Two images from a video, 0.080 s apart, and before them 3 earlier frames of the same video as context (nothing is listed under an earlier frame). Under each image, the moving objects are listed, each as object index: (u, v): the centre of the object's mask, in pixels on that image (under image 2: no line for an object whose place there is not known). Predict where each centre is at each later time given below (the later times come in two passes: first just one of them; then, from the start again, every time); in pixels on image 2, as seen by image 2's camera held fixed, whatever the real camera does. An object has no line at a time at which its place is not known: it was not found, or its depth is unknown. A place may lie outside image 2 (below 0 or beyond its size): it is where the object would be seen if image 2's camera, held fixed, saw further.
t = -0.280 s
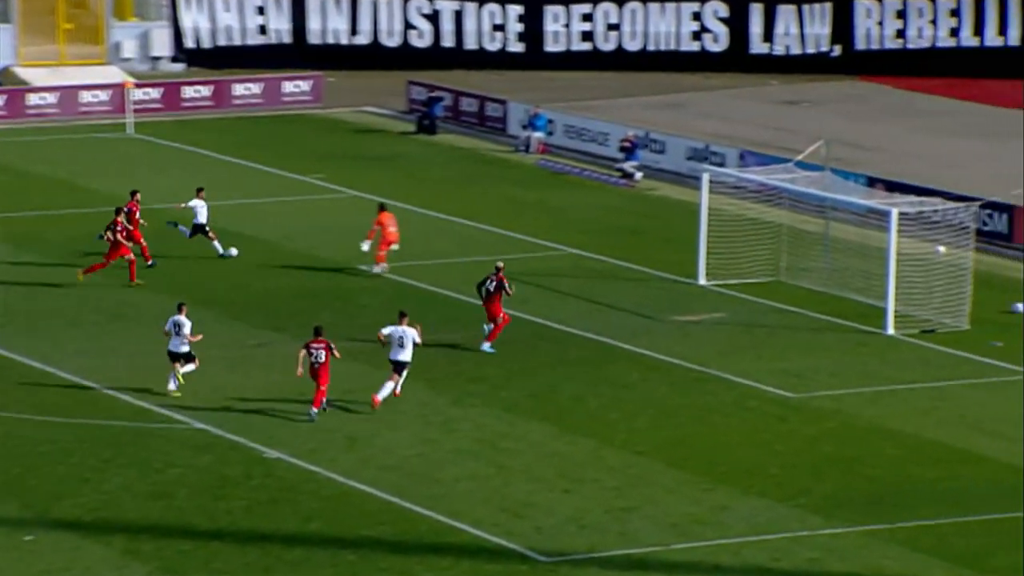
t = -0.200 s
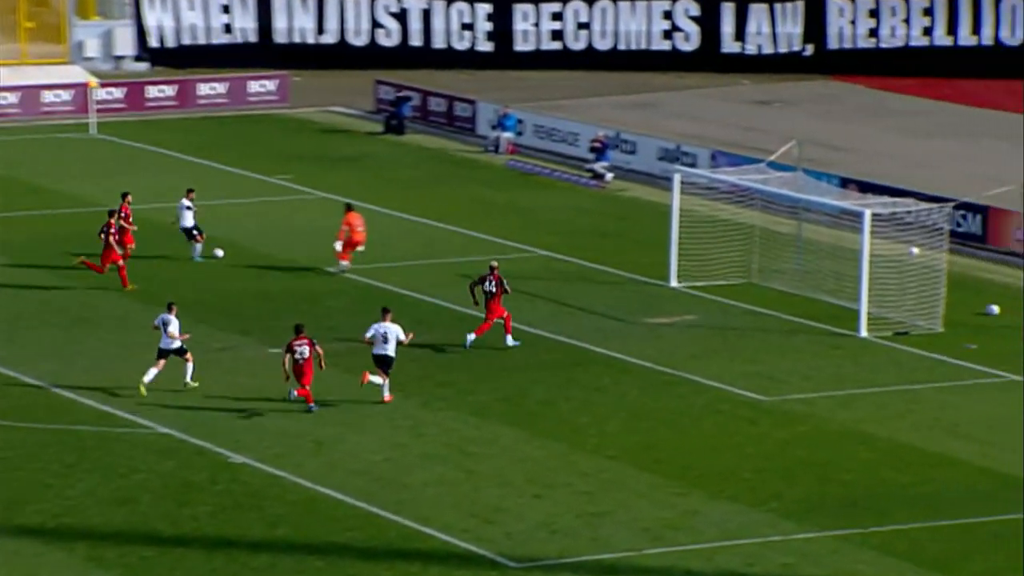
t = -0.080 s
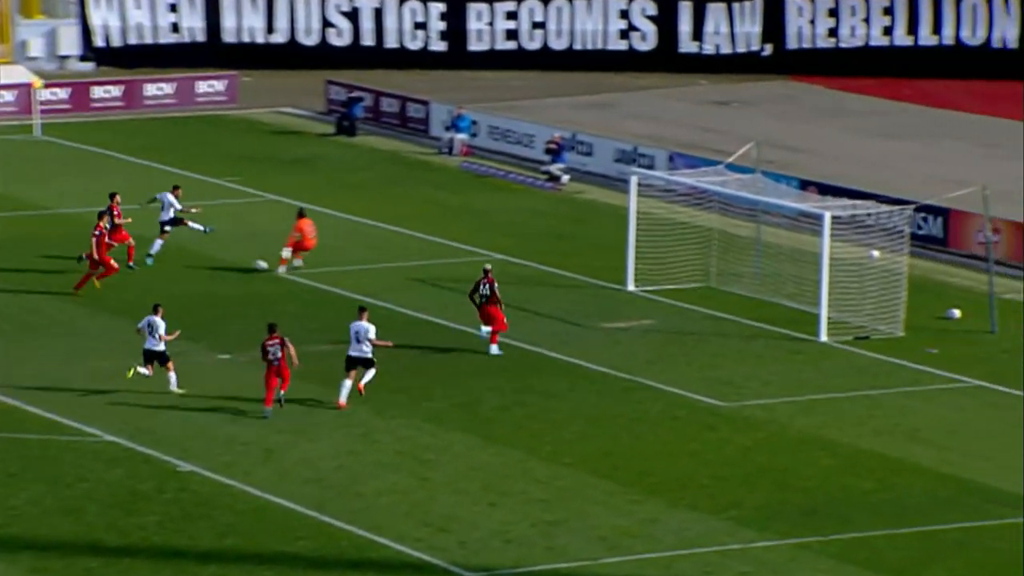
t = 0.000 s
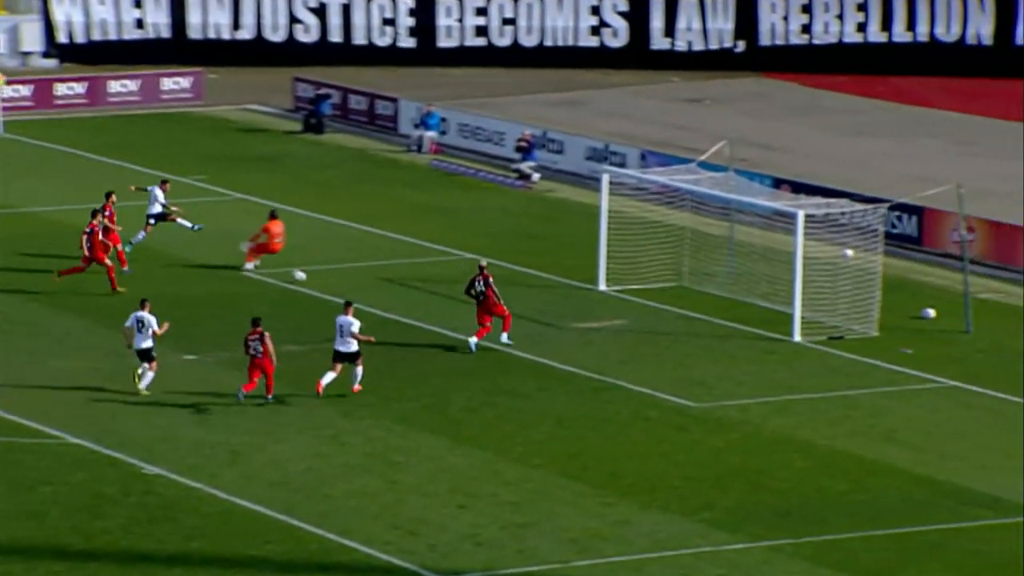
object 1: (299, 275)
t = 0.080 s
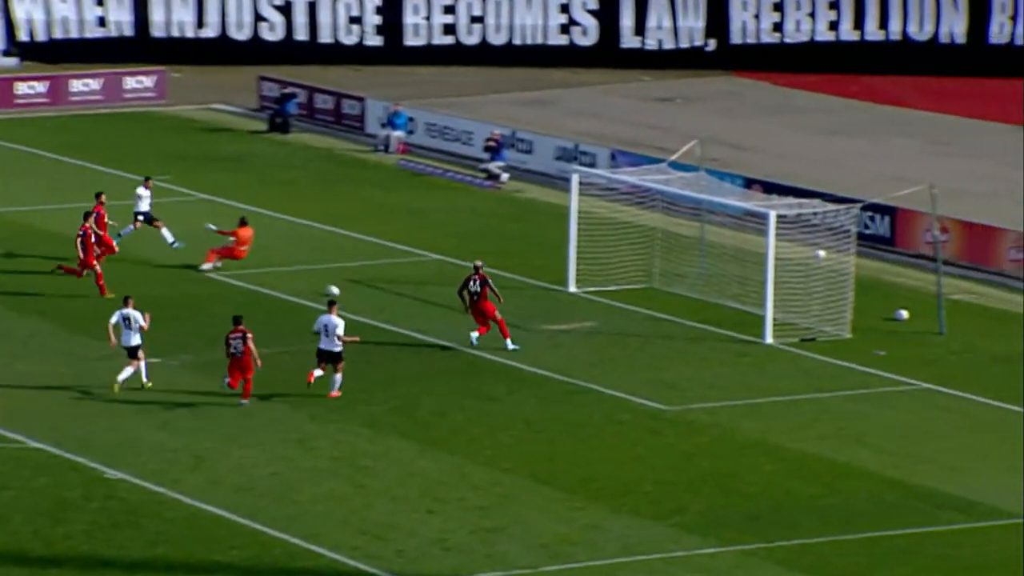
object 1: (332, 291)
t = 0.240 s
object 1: (448, 309)
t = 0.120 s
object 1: (362, 294)
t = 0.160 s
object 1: (391, 298)
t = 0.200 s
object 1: (420, 303)
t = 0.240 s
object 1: (448, 309)
